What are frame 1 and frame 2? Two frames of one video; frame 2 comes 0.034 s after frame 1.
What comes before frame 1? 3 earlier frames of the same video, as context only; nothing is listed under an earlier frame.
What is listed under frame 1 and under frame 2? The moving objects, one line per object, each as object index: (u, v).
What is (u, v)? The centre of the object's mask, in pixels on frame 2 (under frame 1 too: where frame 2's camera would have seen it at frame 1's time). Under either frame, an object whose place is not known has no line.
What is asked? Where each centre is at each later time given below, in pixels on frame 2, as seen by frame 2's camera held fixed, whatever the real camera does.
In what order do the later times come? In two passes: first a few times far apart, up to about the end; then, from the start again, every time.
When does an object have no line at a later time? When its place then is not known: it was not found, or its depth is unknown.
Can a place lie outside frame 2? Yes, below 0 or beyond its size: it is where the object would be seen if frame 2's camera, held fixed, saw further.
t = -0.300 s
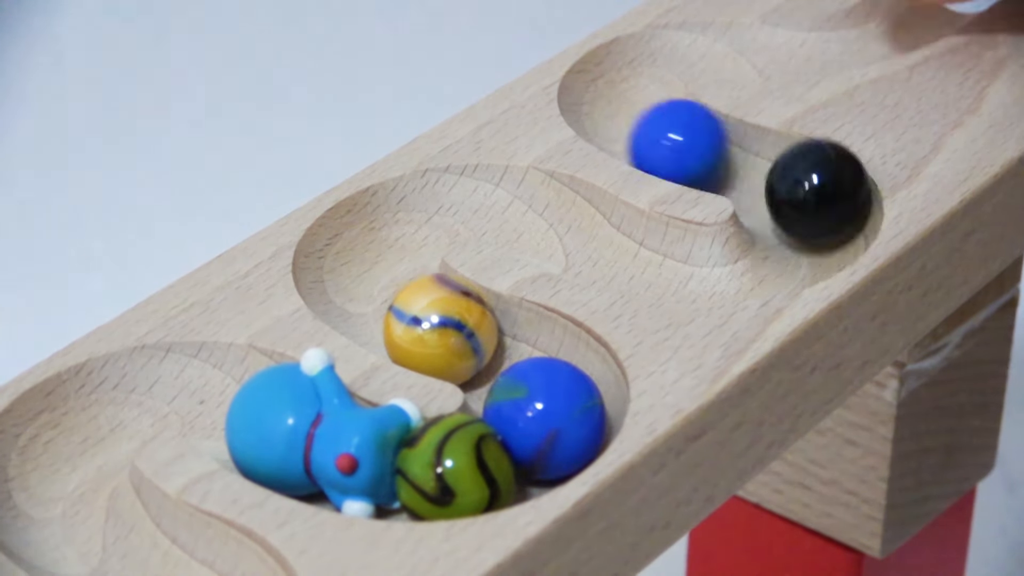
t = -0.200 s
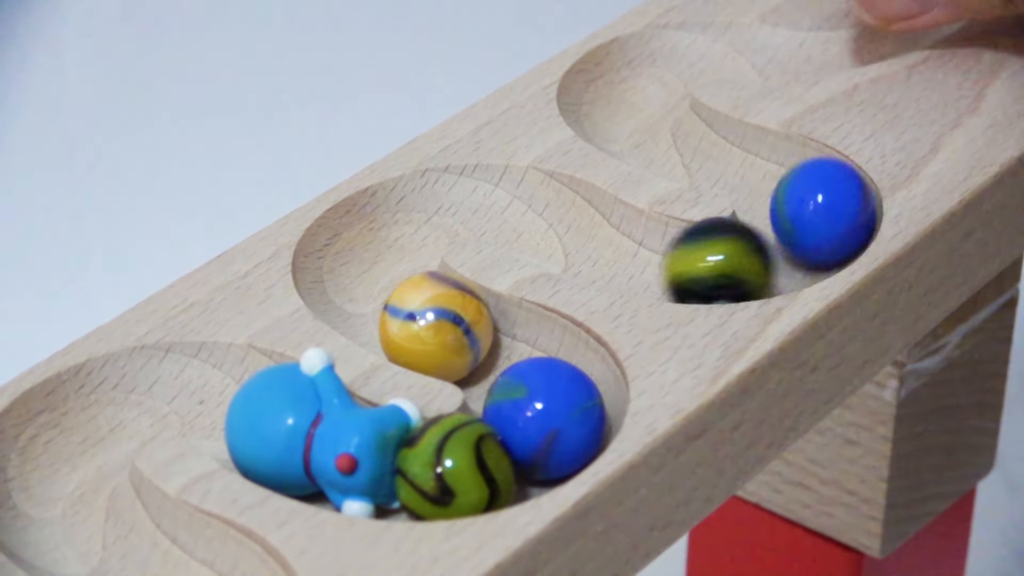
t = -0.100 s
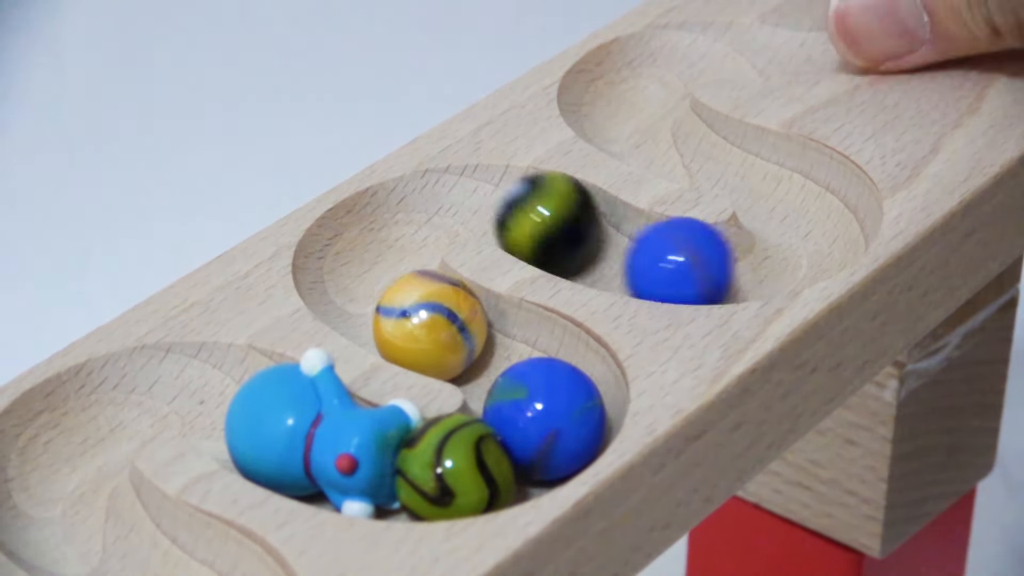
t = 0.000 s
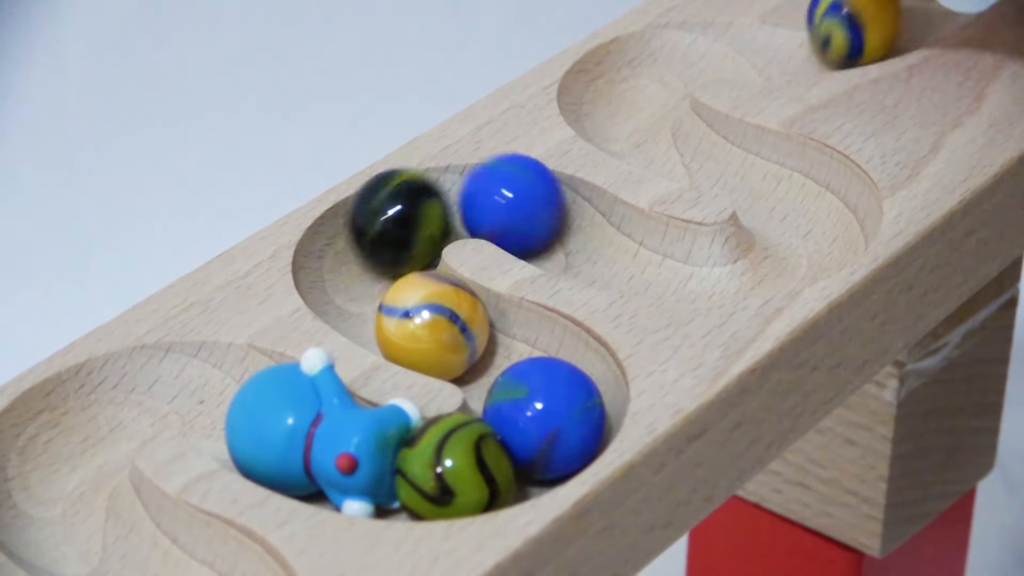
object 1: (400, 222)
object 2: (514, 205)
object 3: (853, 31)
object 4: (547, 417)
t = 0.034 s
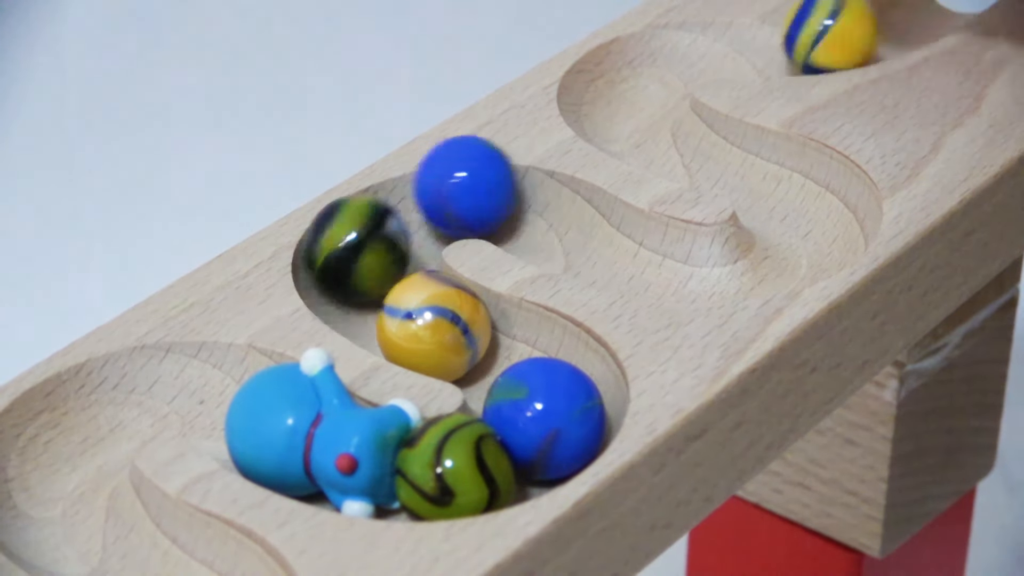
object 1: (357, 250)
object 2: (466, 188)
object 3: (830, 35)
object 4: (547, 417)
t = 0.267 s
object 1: (437, 326)
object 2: (365, 282)
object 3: (705, 151)
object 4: (544, 429)
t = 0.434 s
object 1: (404, 314)
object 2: (362, 250)
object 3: (730, 262)
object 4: (548, 416)
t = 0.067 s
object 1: (353, 282)
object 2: (414, 213)
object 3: (780, 39)
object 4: (547, 418)
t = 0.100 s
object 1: (378, 299)
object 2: (363, 224)
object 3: (729, 40)
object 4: (547, 418)
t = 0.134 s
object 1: (416, 320)
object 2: (349, 255)
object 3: (664, 47)
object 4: (550, 420)
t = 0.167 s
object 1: (438, 330)
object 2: (366, 281)
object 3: (627, 74)
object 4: (551, 423)
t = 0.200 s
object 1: (445, 334)
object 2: (367, 289)
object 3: (612, 101)
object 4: (548, 427)
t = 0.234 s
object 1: (441, 331)
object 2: (363, 288)
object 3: (650, 131)
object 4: (545, 429)
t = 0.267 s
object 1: (437, 326)
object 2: (365, 282)
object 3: (705, 151)
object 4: (544, 429)
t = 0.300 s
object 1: (424, 322)
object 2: (363, 271)
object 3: (776, 179)
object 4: (541, 428)
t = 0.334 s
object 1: (415, 320)
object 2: (354, 265)
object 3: (820, 192)
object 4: (542, 422)
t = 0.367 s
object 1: (411, 317)
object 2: (353, 262)
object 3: (821, 221)
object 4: (549, 417)
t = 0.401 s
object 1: (407, 314)
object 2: (361, 253)
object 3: (777, 251)
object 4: (549, 414)
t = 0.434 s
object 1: (404, 314)
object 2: (362, 250)
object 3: (730, 262)
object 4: (548, 416)
